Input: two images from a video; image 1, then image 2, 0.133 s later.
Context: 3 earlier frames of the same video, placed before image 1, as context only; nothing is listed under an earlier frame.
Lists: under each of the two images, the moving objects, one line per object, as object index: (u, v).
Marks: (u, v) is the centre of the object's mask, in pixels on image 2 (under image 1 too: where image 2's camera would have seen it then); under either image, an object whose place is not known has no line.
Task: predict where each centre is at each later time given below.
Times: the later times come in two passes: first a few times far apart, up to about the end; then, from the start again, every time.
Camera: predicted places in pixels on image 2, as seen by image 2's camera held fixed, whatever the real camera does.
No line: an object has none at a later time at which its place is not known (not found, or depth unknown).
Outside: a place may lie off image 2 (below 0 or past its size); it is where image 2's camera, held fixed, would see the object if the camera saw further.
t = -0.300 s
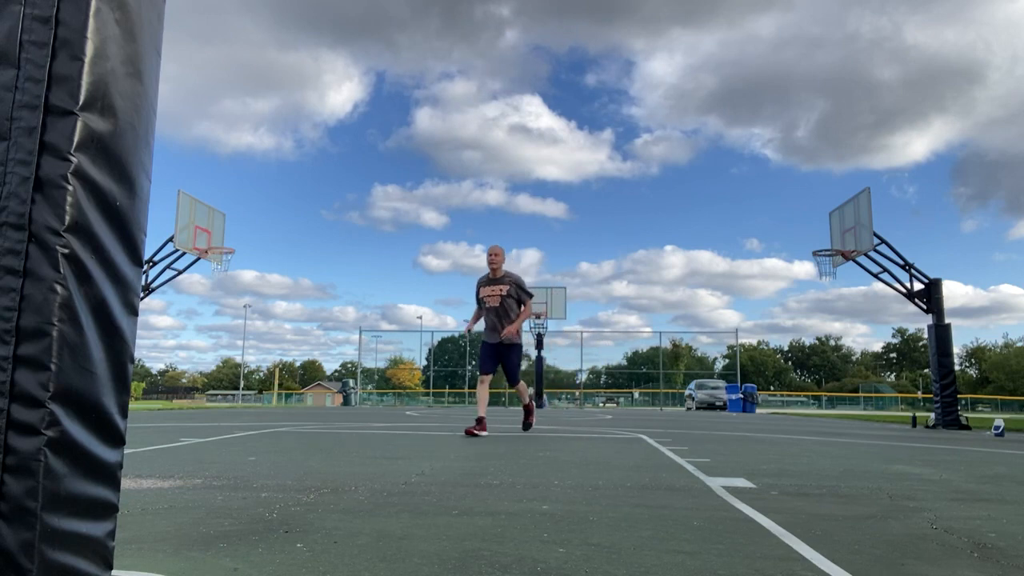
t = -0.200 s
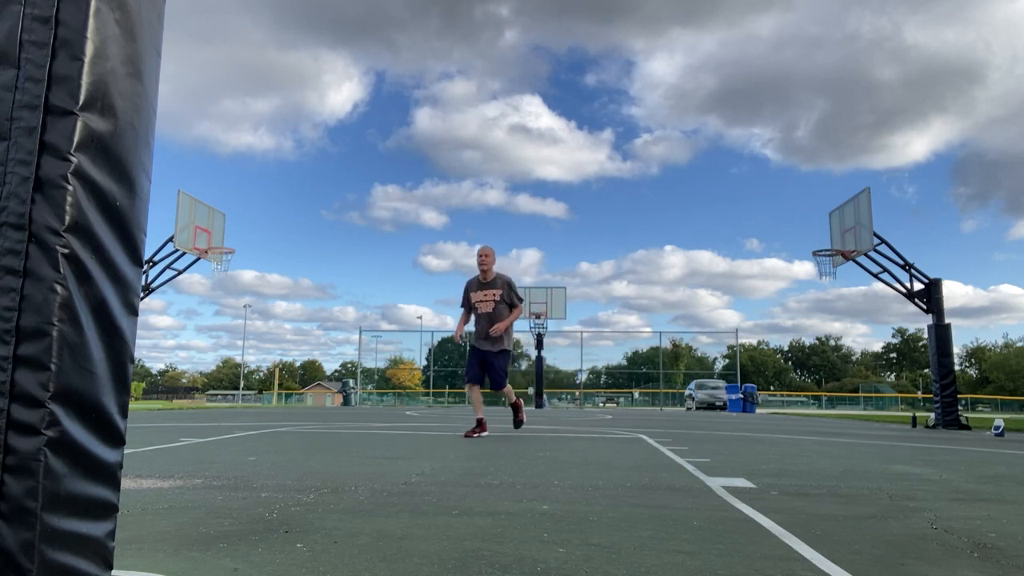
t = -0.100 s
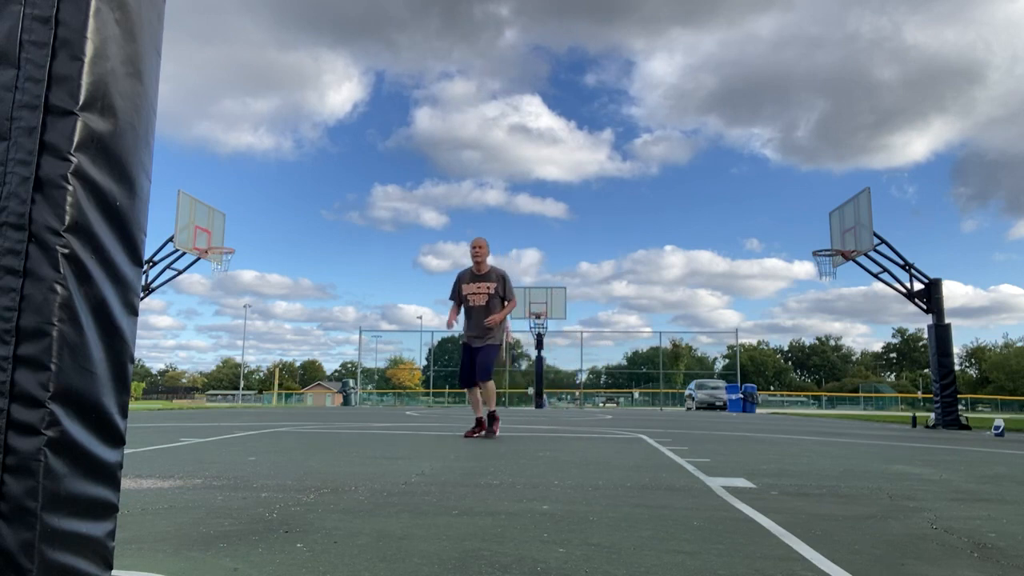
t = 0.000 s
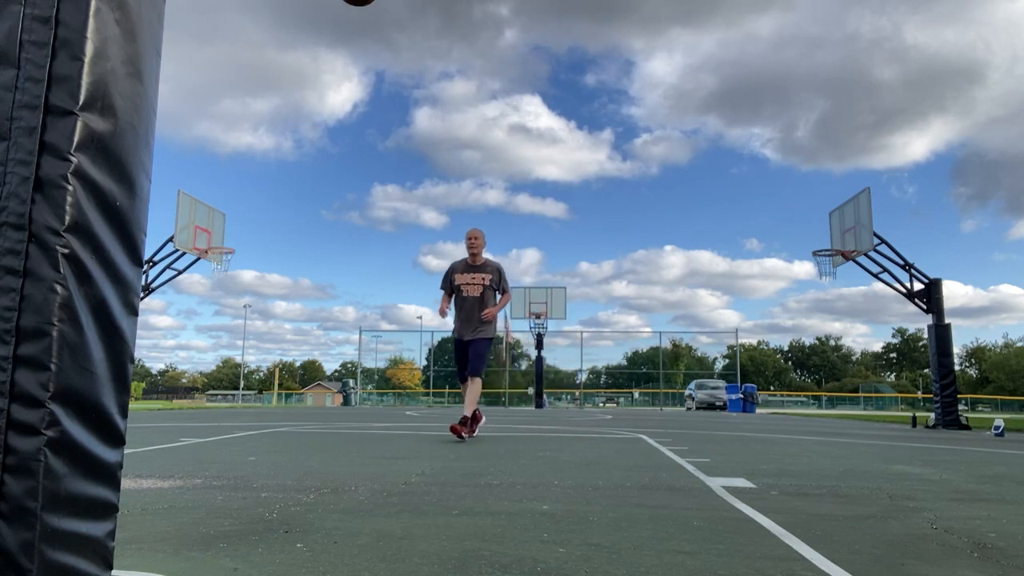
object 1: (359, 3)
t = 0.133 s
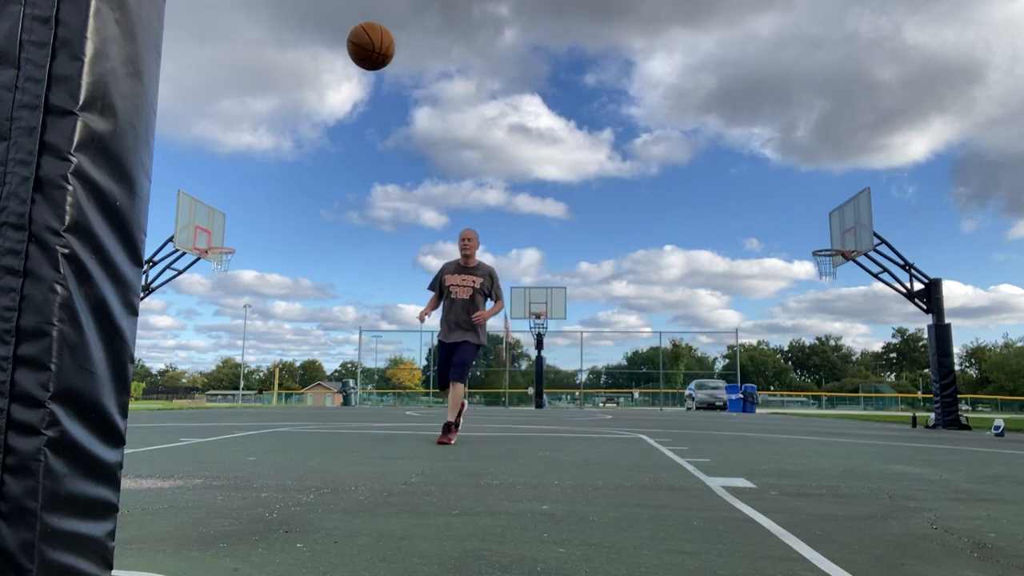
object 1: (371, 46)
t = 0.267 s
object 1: (383, 141)
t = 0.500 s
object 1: (402, 380)
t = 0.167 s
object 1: (374, 67)
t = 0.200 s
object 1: (377, 89)
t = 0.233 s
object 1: (380, 114)
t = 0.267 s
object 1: (383, 141)
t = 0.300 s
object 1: (386, 169)
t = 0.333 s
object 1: (389, 199)
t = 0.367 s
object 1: (392, 231)
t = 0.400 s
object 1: (394, 265)
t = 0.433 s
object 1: (397, 301)
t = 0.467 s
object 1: (400, 340)
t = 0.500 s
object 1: (402, 380)
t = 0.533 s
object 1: (404, 423)
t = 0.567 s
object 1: (407, 455)
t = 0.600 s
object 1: (414, 421)
